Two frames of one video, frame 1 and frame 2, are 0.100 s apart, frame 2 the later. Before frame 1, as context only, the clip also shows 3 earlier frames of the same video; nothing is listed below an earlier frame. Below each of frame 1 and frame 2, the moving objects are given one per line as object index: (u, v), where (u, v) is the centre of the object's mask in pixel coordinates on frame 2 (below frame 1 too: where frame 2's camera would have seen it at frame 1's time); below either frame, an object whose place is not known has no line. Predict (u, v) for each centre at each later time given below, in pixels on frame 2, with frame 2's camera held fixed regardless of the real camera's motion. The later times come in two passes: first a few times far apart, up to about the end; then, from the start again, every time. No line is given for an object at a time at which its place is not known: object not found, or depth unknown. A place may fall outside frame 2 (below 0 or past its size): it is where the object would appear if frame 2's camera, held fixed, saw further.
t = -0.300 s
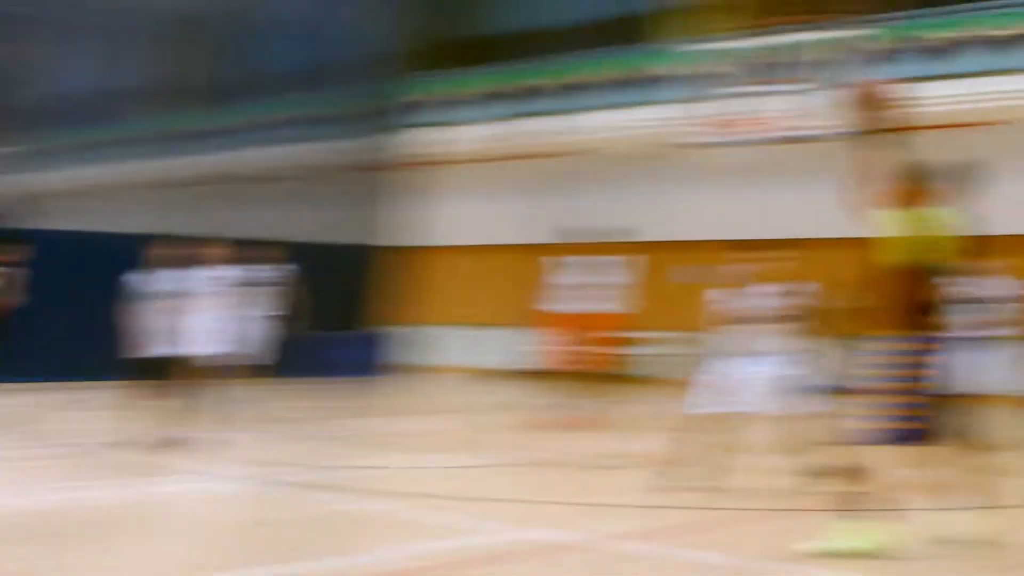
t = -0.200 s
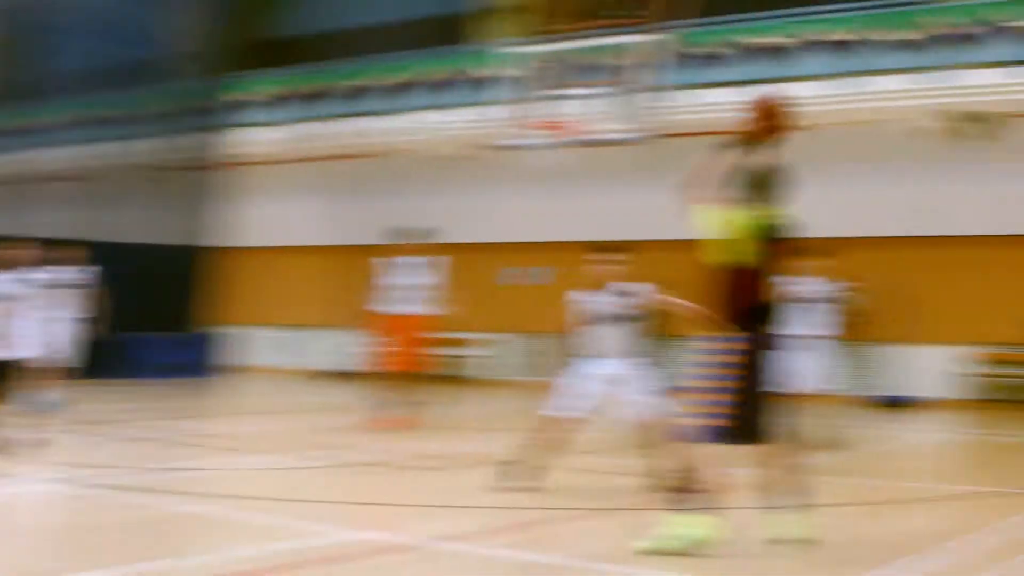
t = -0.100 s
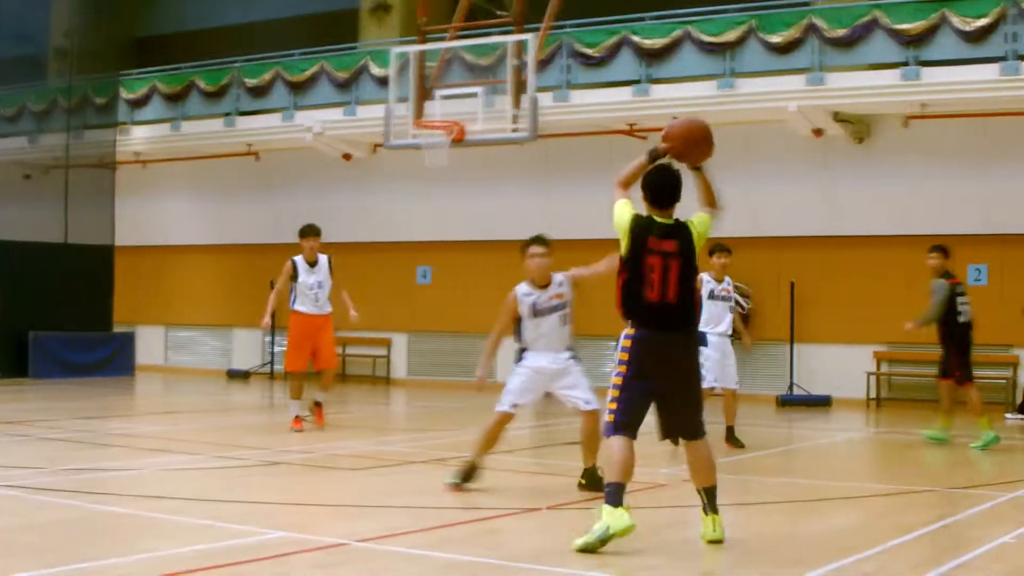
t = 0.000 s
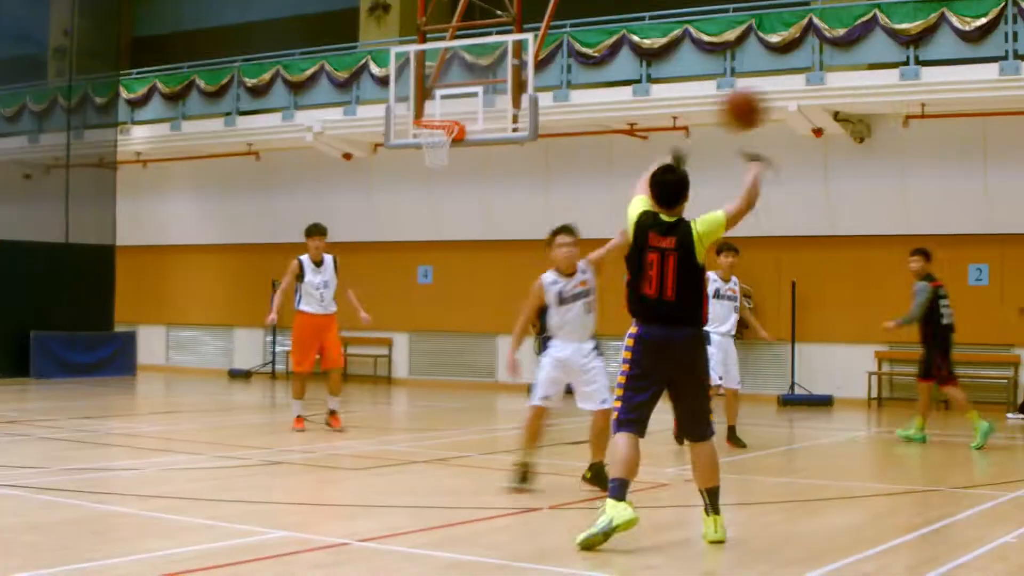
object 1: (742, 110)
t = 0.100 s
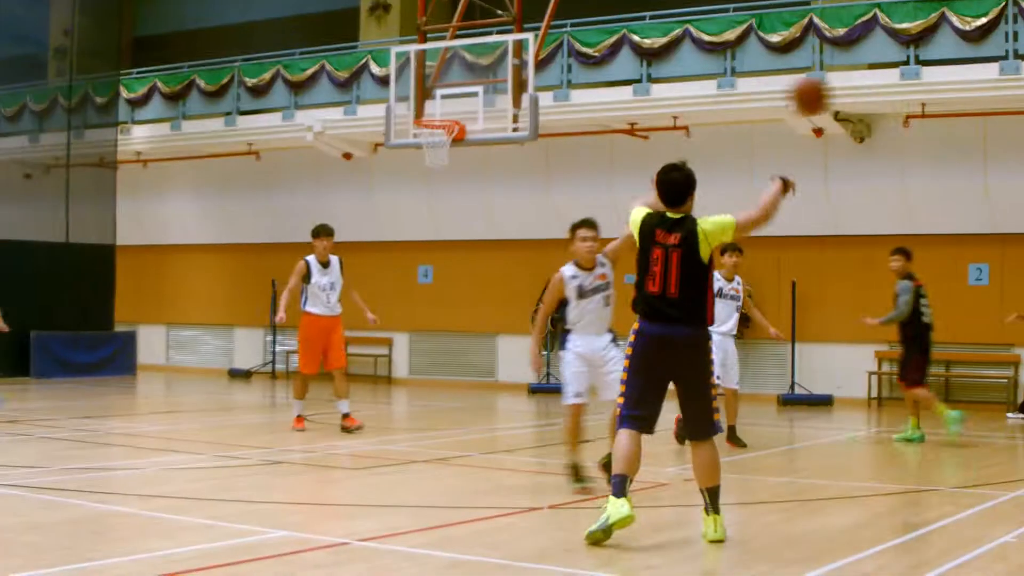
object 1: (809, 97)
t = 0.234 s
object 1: (883, 105)
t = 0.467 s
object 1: (981, 174)
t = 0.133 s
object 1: (829, 96)
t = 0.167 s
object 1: (849, 95)
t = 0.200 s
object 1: (866, 100)
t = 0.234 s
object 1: (883, 105)
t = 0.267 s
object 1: (899, 111)
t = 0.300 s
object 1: (914, 119)
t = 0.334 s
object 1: (930, 129)
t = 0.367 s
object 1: (944, 139)
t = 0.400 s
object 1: (957, 150)
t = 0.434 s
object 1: (969, 161)
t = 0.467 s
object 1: (981, 174)
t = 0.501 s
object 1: (992, 187)
